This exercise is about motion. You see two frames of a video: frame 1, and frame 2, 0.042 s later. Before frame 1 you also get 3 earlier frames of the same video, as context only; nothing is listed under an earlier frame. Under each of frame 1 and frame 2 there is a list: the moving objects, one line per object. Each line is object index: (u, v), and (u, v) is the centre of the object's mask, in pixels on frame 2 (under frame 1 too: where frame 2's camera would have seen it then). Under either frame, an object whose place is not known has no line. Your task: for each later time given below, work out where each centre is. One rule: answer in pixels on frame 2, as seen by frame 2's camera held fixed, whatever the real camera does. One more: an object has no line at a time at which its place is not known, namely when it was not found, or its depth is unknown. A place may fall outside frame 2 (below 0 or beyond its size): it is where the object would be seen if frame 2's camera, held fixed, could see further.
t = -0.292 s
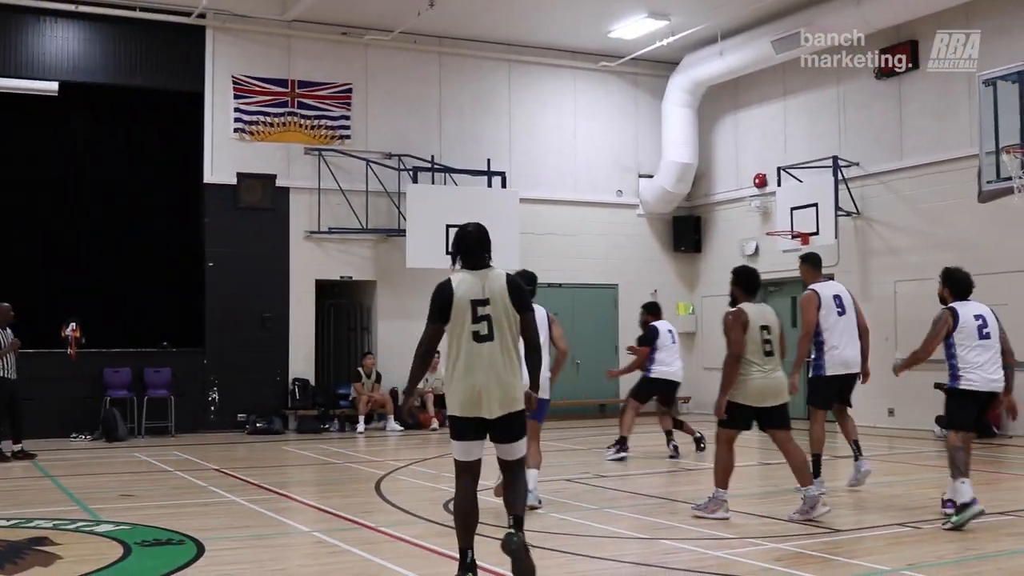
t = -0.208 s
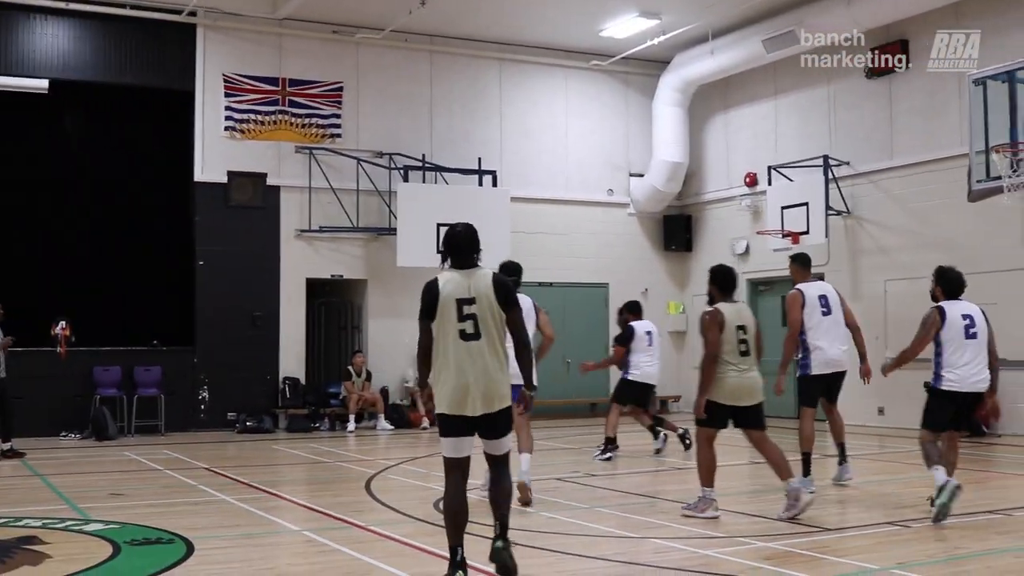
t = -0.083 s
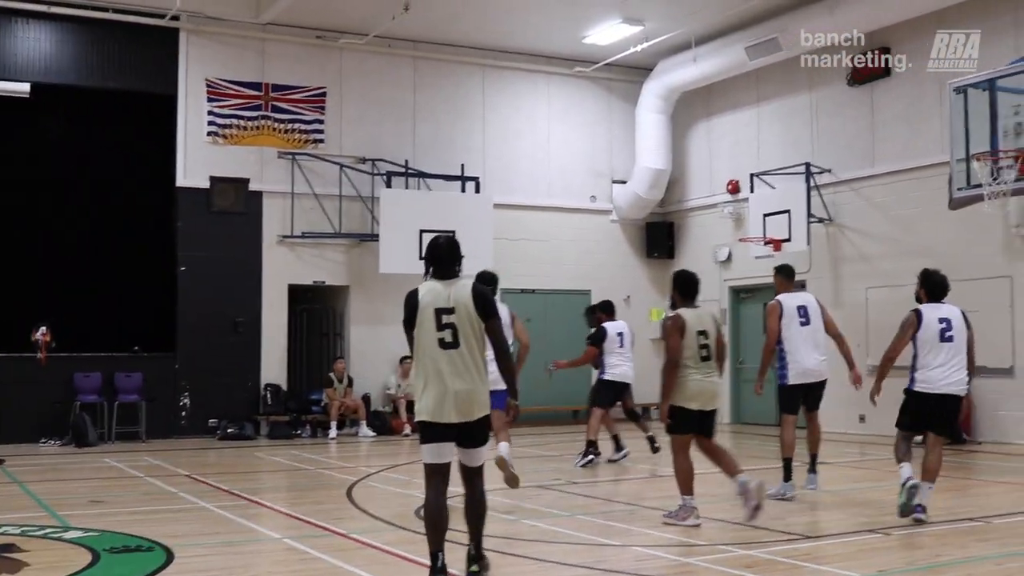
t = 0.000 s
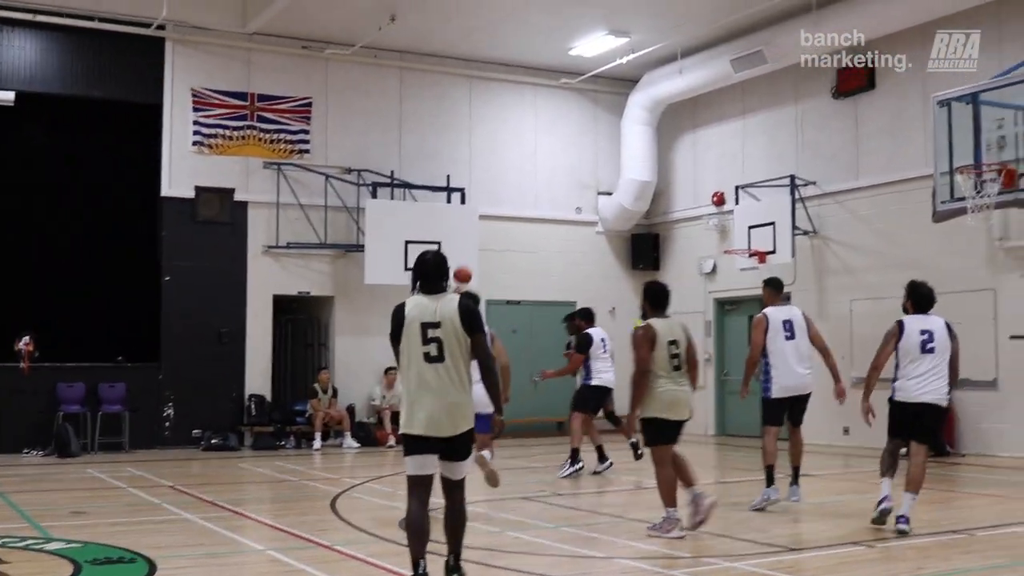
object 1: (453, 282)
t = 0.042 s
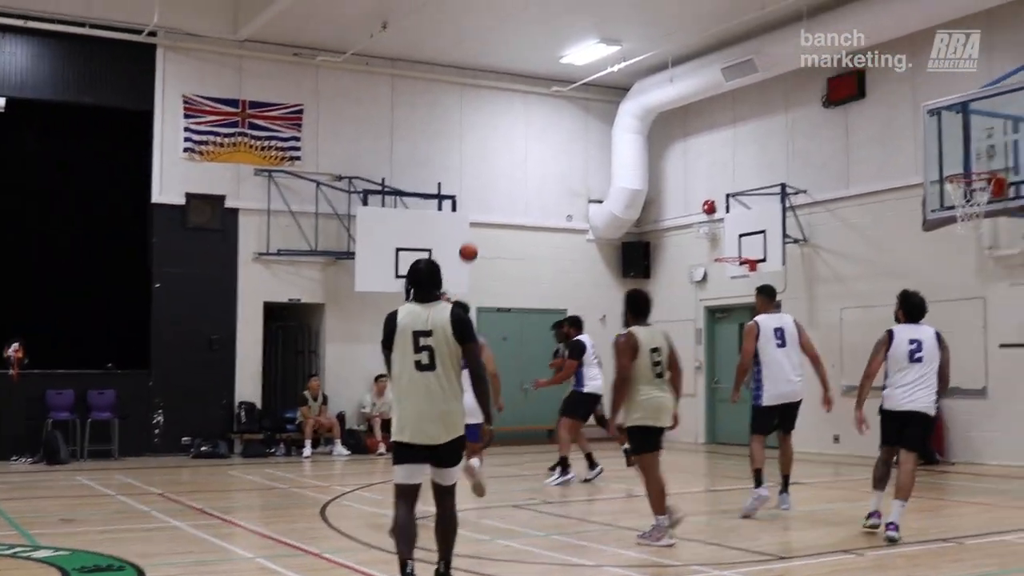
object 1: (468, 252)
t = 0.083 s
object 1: (478, 233)
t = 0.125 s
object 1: (492, 205)
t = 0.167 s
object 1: (502, 188)
